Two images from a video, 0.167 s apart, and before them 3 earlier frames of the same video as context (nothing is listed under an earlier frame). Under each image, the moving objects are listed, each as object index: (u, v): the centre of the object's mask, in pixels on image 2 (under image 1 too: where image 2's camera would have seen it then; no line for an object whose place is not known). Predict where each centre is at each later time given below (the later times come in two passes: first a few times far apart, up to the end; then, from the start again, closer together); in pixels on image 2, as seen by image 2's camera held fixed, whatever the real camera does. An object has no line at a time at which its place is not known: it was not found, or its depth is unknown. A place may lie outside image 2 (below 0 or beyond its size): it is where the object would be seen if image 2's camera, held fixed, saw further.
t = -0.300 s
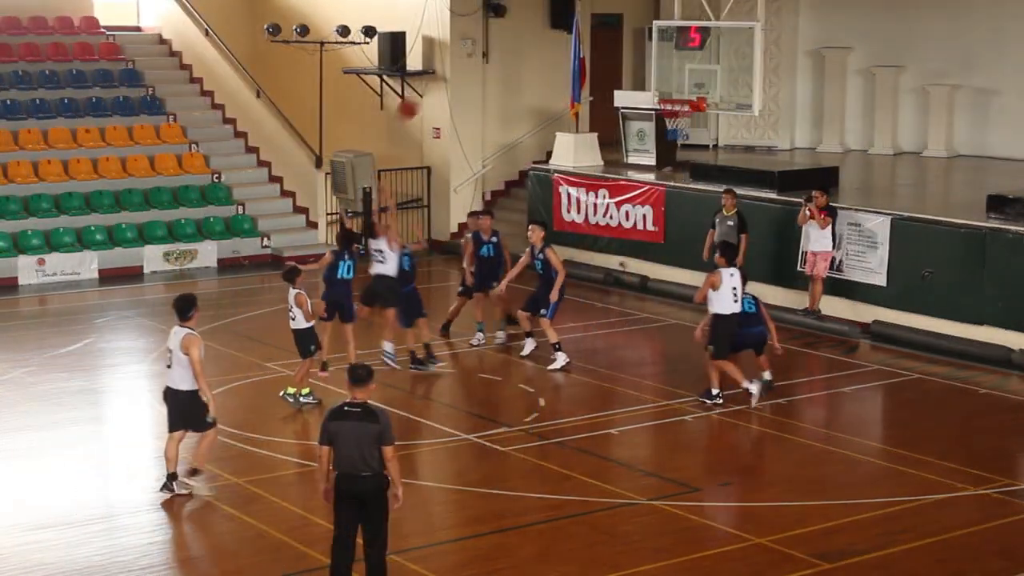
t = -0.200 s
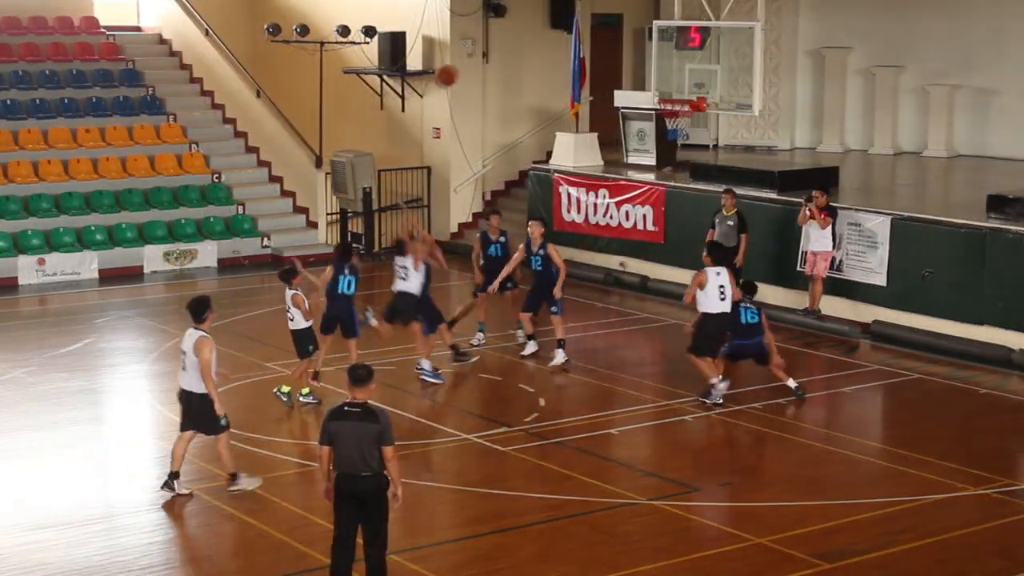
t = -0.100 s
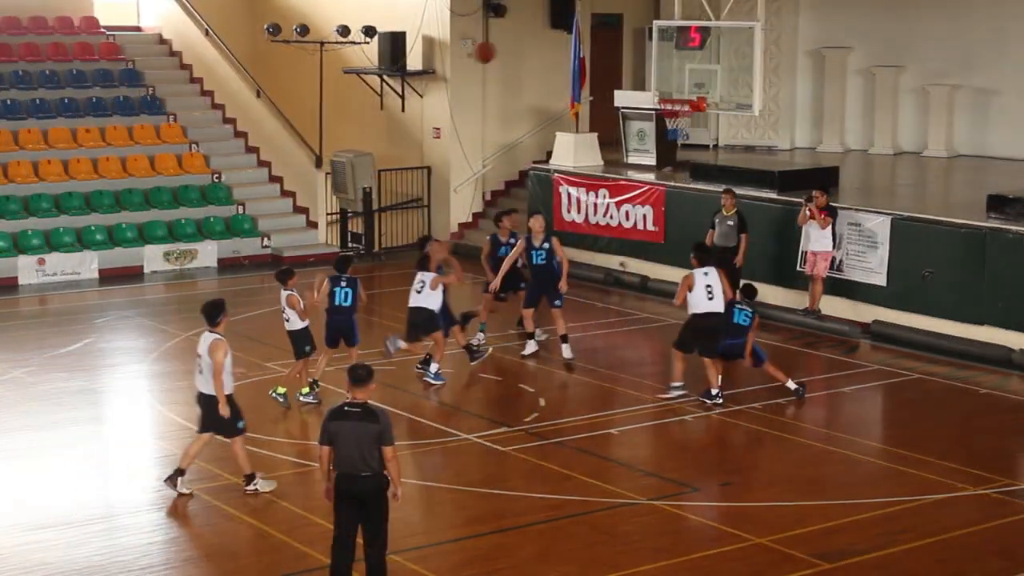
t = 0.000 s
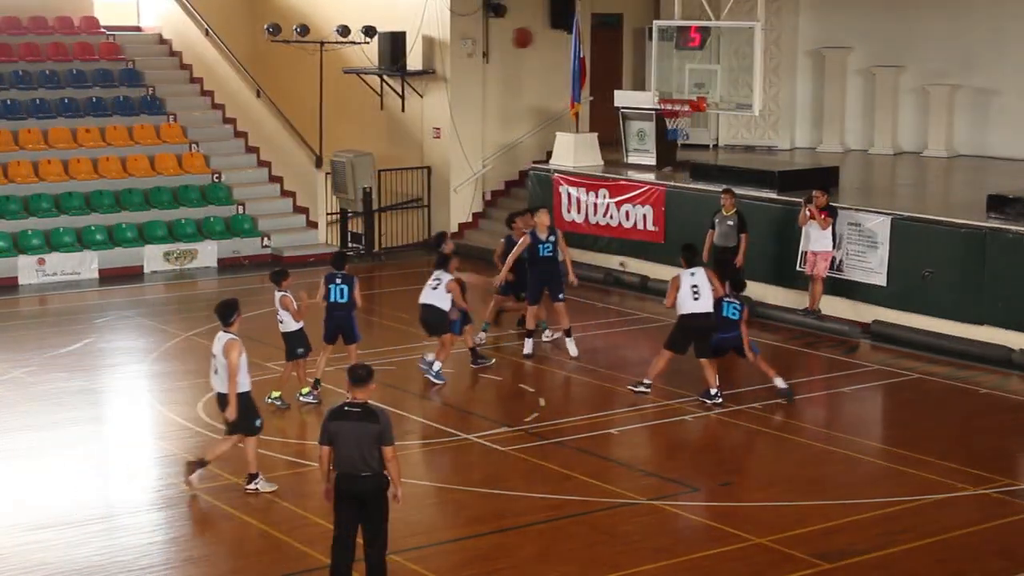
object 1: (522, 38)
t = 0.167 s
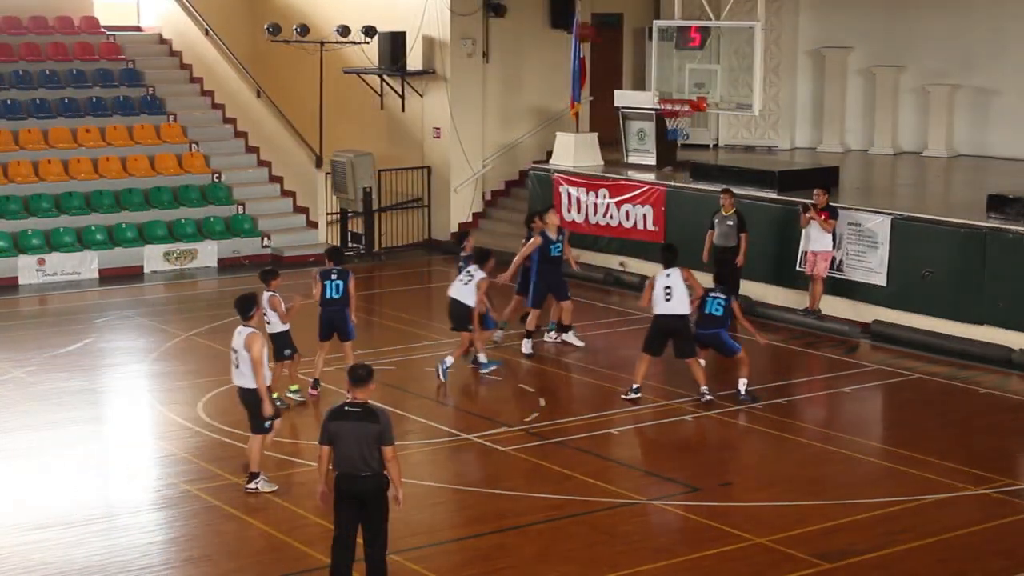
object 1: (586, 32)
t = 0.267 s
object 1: (619, 39)
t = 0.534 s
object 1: (711, 95)
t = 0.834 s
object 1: (707, 122)
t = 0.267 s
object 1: (619, 39)
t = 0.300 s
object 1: (631, 45)
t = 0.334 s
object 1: (644, 50)
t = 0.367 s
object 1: (655, 58)
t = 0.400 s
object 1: (667, 65)
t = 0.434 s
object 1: (678, 73)
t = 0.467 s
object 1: (690, 83)
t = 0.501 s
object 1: (701, 93)
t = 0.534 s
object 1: (711, 95)
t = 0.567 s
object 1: (717, 96)
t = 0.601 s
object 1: (716, 96)
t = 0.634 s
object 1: (715, 97)
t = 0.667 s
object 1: (714, 99)
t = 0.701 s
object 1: (713, 101)
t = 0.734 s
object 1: (711, 105)
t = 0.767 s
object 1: (710, 109)
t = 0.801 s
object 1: (708, 115)
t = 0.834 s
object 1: (707, 122)
